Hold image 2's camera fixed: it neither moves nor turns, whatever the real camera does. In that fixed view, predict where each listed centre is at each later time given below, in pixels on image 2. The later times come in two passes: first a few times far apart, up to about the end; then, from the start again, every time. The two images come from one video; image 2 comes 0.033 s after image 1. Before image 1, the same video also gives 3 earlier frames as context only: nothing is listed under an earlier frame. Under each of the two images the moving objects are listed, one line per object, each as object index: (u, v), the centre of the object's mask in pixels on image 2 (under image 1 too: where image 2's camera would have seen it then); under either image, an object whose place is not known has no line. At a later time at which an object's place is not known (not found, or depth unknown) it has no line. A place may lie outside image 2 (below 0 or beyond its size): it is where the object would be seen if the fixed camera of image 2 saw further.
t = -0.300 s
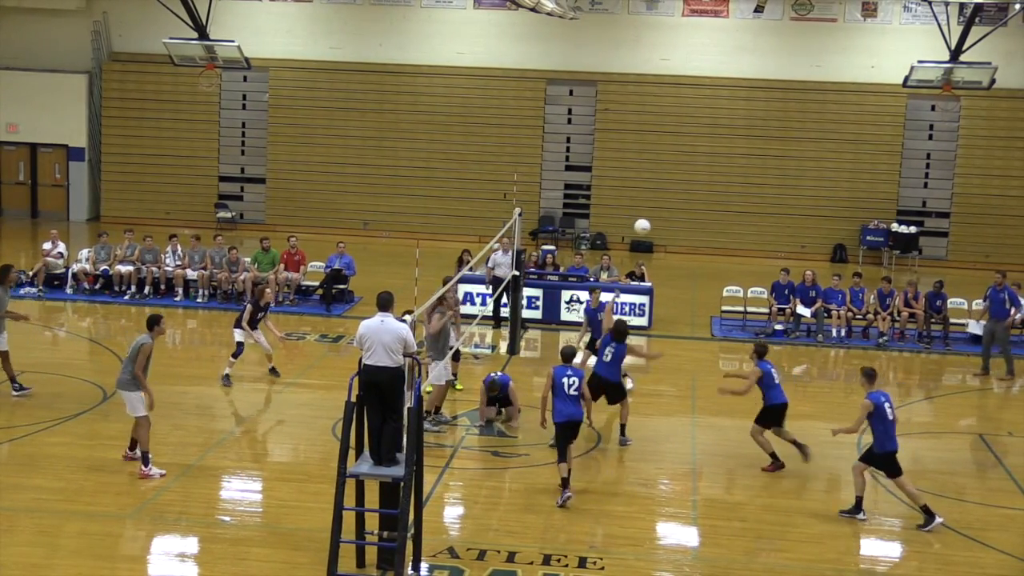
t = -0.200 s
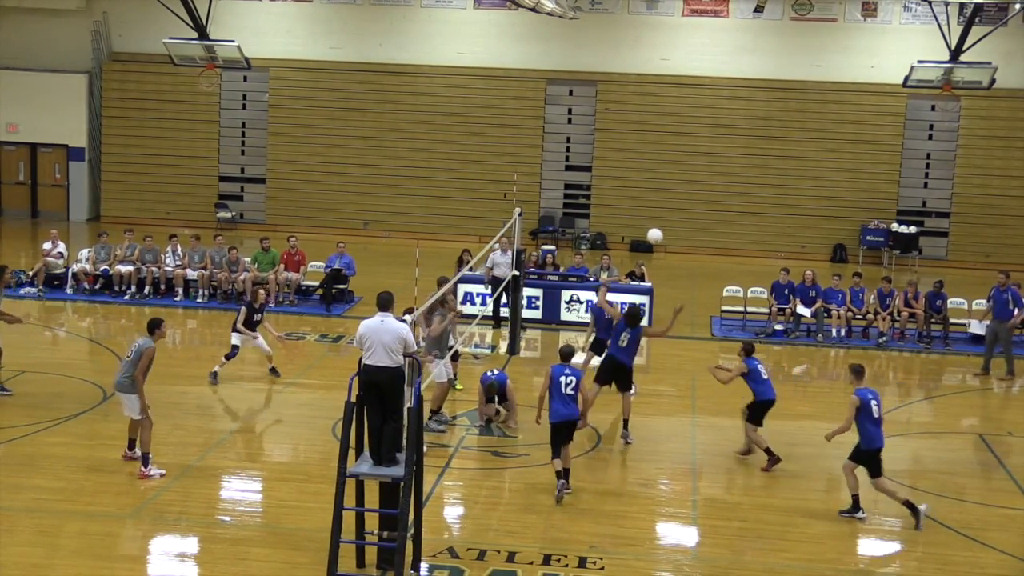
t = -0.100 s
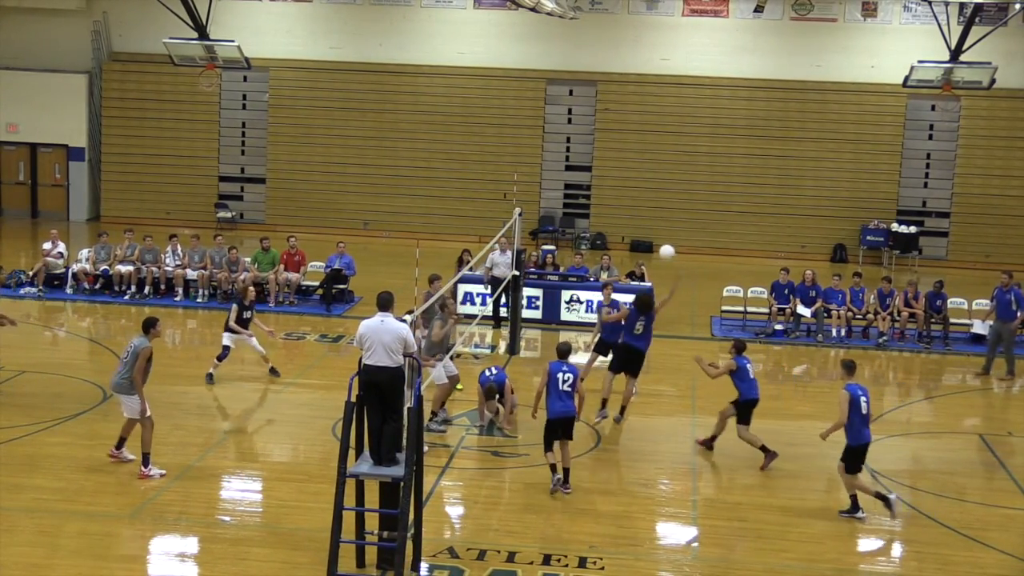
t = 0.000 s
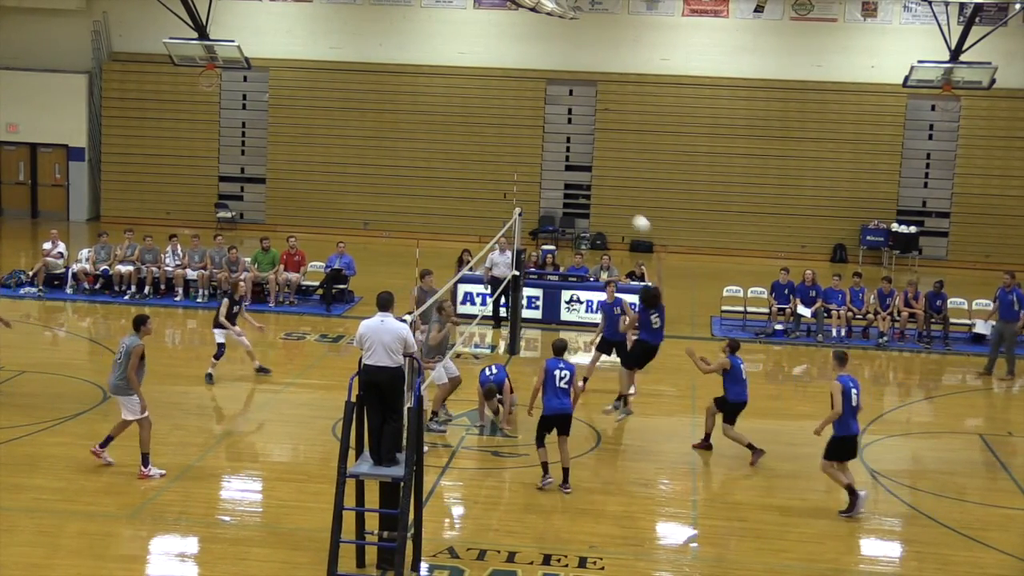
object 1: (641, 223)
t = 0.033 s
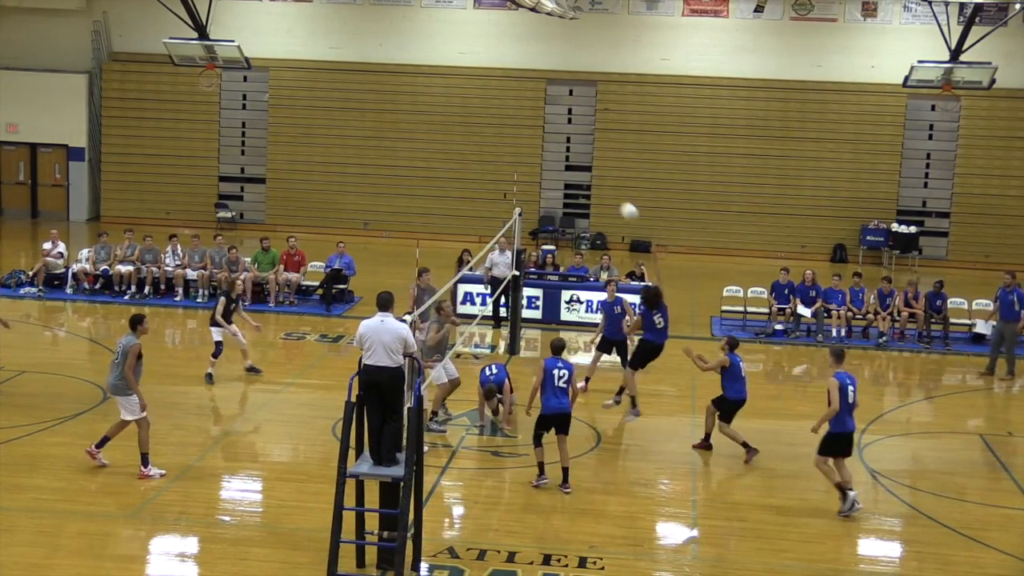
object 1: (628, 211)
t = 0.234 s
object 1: (556, 153)
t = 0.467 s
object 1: (475, 127)
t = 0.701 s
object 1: (397, 139)
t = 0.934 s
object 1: (324, 188)
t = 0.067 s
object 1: (616, 199)
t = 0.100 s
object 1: (604, 188)
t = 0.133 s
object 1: (592, 178)
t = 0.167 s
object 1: (580, 169)
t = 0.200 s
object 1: (568, 161)
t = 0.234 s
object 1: (556, 153)
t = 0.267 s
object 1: (544, 147)
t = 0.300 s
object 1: (532, 142)
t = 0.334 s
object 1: (521, 137)
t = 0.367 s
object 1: (509, 133)
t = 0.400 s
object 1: (497, 130)
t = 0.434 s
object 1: (486, 128)
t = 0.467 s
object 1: (475, 127)
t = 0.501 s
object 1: (463, 126)
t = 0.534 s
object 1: (452, 126)
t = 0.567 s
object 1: (441, 127)
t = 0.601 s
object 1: (430, 129)
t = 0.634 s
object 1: (419, 132)
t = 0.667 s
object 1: (407, 135)
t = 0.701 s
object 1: (397, 139)
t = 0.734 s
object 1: (386, 144)
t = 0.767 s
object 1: (375, 150)
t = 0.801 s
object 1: (364, 156)
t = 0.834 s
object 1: (354, 163)
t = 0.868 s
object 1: (344, 171)
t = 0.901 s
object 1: (333, 179)
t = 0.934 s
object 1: (324, 188)
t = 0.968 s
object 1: (313, 197)
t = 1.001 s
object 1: (303, 208)
